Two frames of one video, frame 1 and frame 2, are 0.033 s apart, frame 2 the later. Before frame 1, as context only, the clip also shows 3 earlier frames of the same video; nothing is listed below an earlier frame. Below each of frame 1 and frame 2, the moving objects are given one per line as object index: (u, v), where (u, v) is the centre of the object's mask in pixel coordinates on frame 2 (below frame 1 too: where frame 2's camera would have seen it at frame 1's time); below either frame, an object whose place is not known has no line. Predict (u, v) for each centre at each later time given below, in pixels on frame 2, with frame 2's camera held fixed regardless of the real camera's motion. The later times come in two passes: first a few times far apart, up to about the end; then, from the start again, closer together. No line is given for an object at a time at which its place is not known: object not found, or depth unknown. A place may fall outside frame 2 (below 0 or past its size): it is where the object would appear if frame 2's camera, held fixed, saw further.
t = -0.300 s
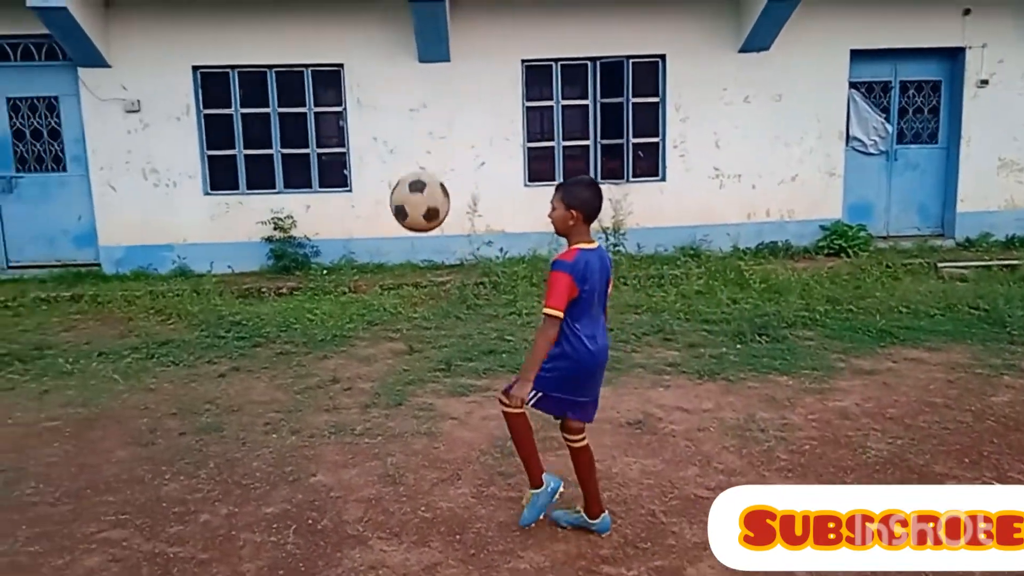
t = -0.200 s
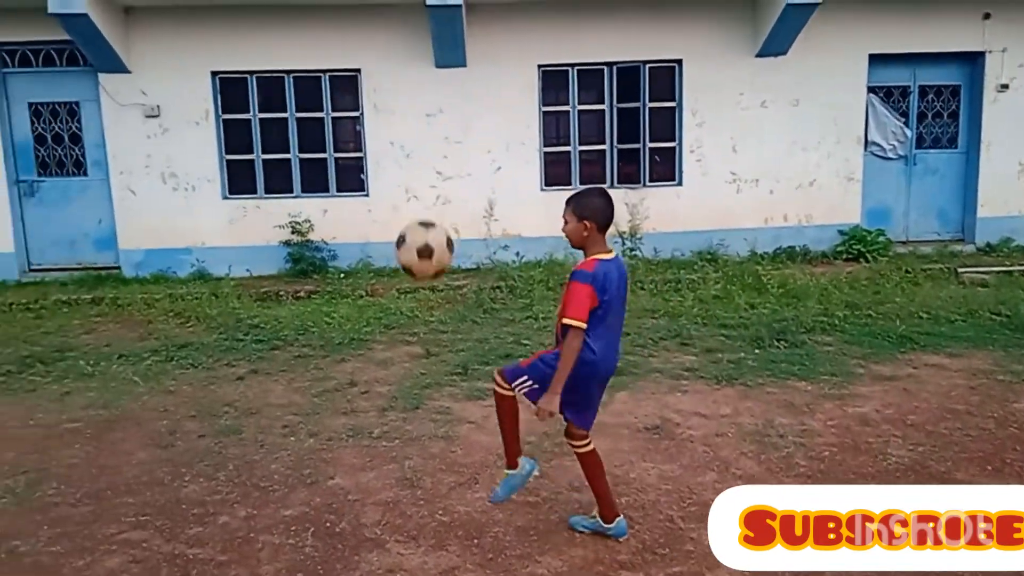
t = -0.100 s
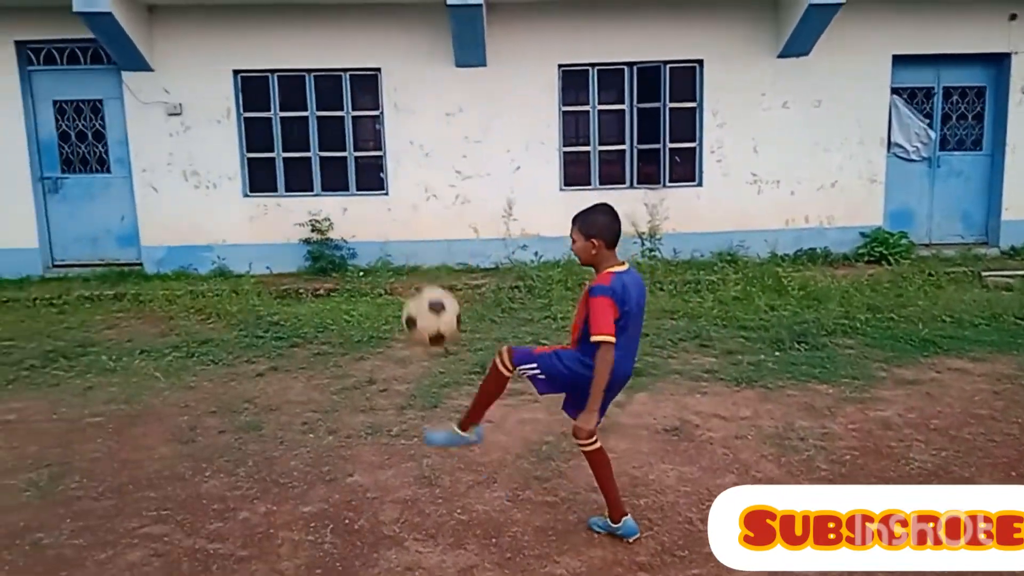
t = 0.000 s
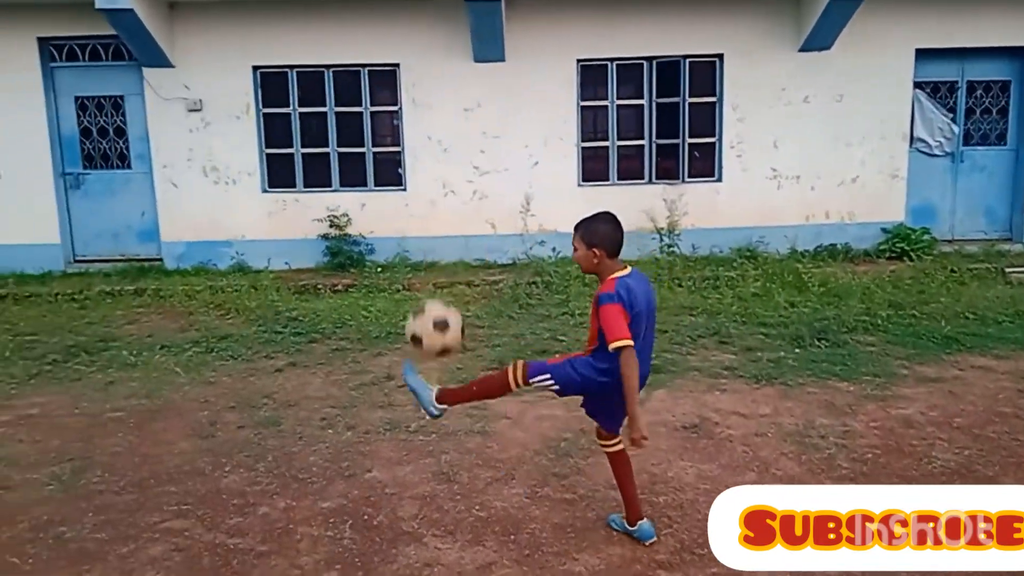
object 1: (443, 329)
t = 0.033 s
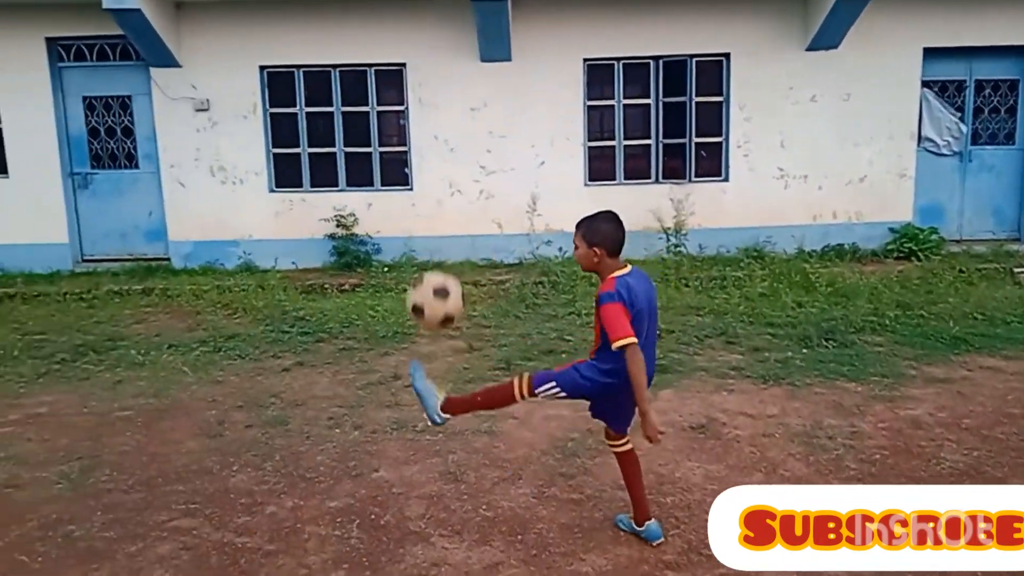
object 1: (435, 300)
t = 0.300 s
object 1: (391, 164)
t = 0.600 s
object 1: (353, 239)
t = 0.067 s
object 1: (429, 274)
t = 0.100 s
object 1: (424, 252)
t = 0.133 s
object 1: (418, 229)
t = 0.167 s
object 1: (413, 211)
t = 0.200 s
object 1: (407, 195)
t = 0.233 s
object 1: (402, 182)
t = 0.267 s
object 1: (396, 172)
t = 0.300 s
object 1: (391, 164)
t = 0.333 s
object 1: (386, 160)
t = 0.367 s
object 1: (381, 160)
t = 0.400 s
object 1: (376, 161)
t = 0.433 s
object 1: (372, 166)
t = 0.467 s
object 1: (367, 174)
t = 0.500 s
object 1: (363, 185)
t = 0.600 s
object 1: (353, 239)
